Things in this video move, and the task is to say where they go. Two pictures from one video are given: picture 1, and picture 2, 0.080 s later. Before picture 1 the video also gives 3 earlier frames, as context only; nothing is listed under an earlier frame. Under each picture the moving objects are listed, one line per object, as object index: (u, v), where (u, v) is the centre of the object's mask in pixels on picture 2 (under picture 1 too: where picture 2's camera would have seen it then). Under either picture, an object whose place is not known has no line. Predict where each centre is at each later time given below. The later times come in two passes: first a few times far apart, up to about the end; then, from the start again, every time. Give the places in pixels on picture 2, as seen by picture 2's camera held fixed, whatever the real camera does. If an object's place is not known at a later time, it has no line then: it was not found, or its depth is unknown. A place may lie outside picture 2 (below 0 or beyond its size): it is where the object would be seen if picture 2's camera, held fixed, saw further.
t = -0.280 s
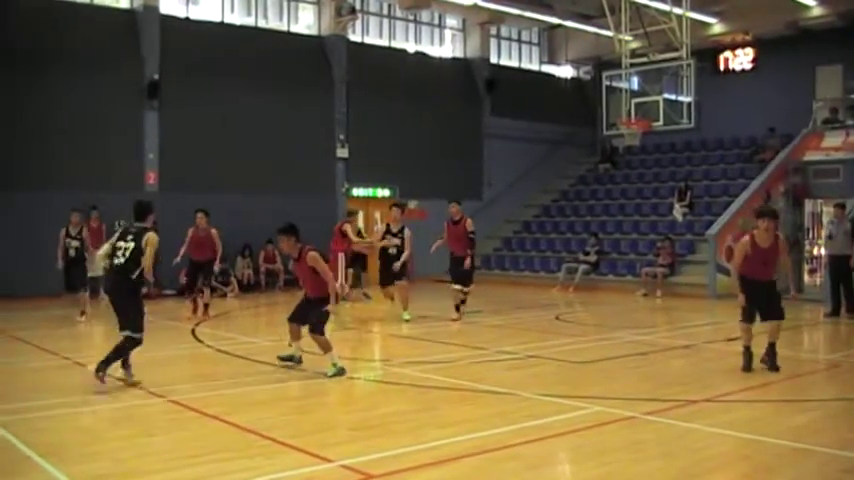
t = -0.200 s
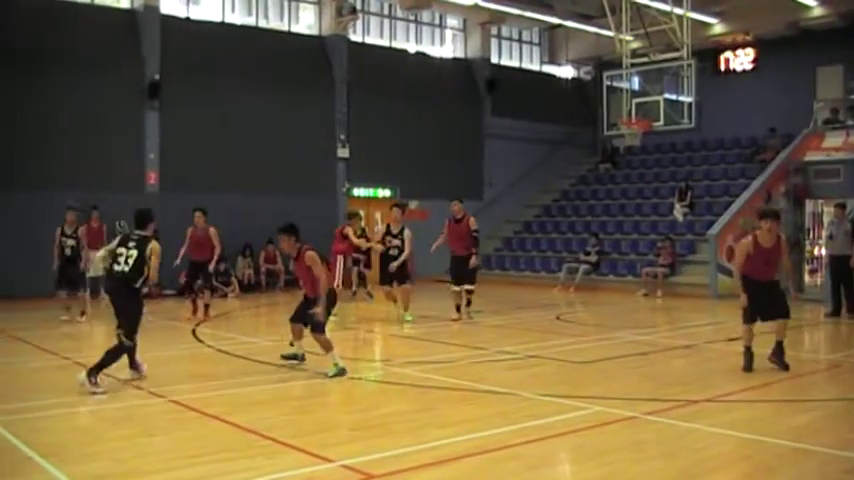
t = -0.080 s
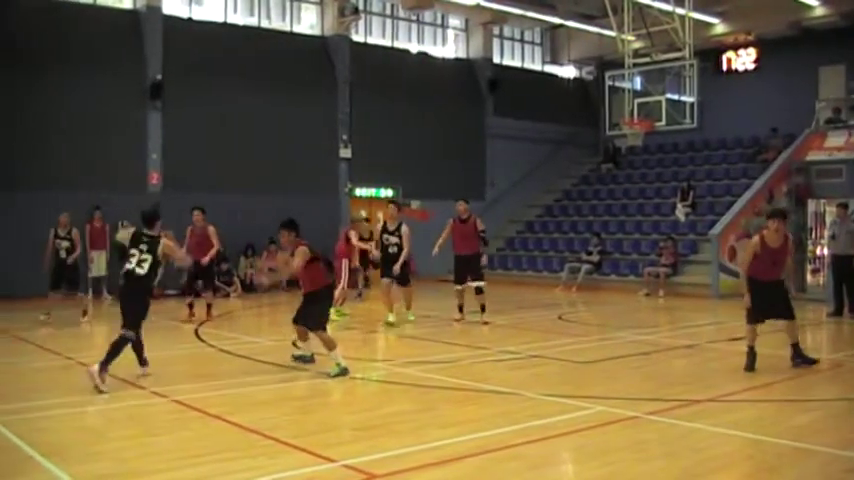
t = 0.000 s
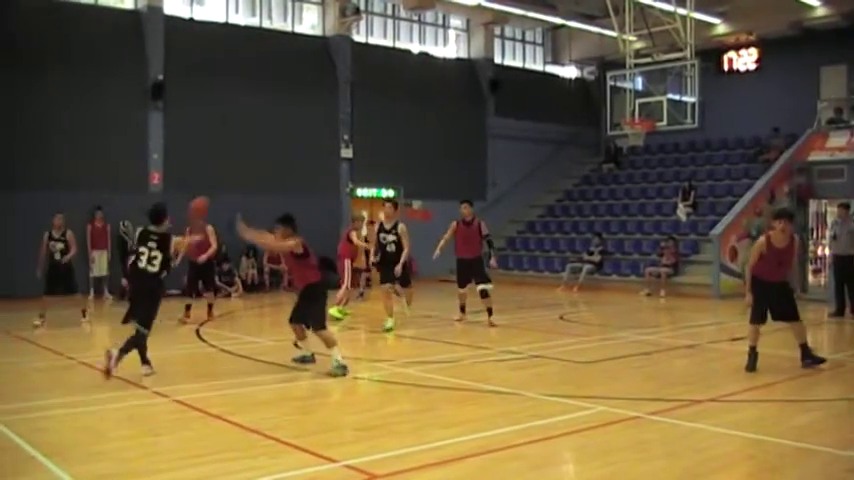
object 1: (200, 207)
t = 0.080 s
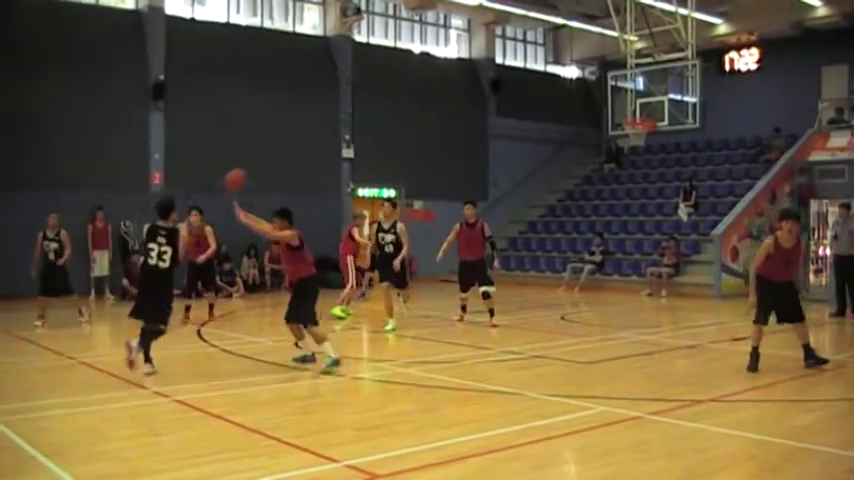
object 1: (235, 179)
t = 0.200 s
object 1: (278, 151)
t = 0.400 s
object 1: (332, 138)
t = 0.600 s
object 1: (373, 148)
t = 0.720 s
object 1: (392, 163)
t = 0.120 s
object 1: (250, 169)
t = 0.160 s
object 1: (265, 159)
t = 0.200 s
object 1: (278, 151)
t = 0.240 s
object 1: (291, 147)
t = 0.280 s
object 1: (302, 143)
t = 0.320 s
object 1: (313, 140)
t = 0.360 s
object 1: (323, 139)
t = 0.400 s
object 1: (332, 138)
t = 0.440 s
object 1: (342, 138)
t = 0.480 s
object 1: (349, 140)
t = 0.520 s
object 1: (358, 140)
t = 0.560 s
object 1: (366, 144)
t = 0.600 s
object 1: (373, 148)
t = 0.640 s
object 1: (379, 153)
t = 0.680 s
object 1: (386, 158)
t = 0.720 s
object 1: (392, 163)
